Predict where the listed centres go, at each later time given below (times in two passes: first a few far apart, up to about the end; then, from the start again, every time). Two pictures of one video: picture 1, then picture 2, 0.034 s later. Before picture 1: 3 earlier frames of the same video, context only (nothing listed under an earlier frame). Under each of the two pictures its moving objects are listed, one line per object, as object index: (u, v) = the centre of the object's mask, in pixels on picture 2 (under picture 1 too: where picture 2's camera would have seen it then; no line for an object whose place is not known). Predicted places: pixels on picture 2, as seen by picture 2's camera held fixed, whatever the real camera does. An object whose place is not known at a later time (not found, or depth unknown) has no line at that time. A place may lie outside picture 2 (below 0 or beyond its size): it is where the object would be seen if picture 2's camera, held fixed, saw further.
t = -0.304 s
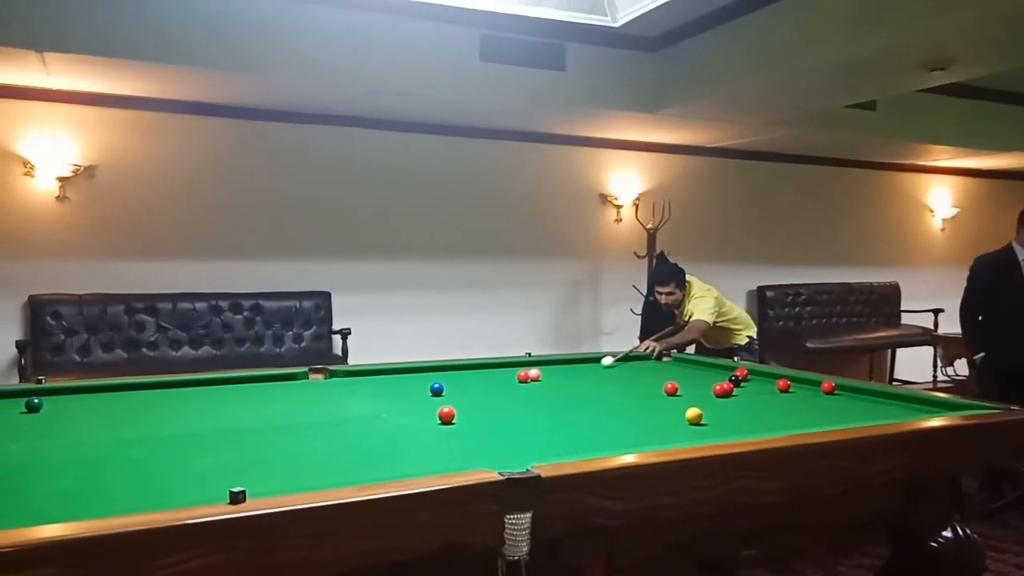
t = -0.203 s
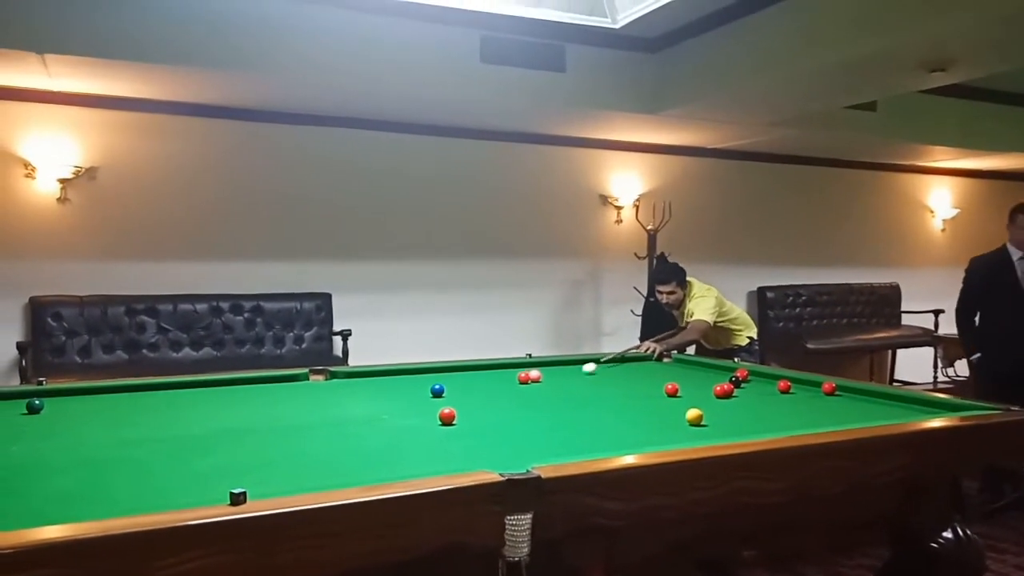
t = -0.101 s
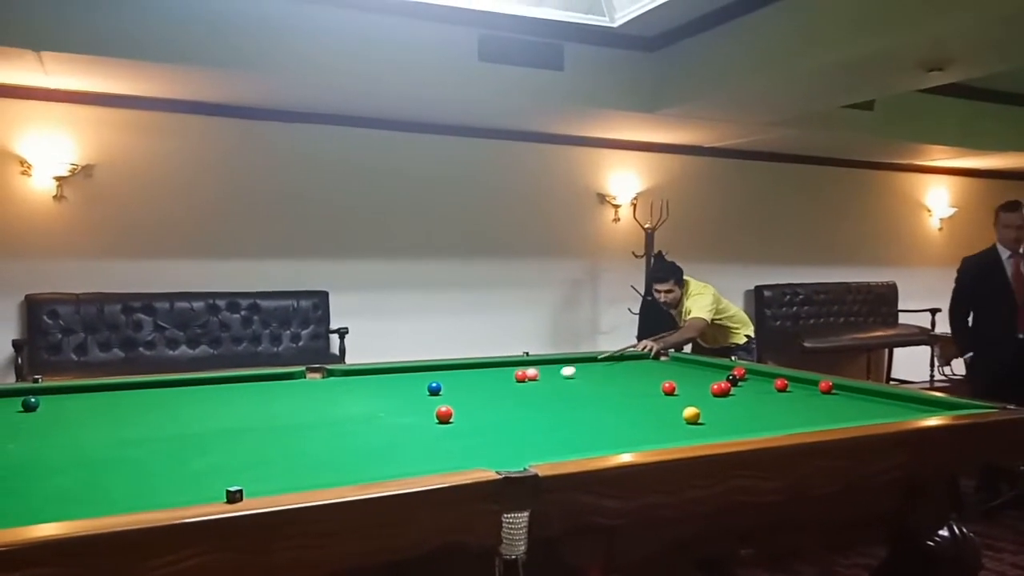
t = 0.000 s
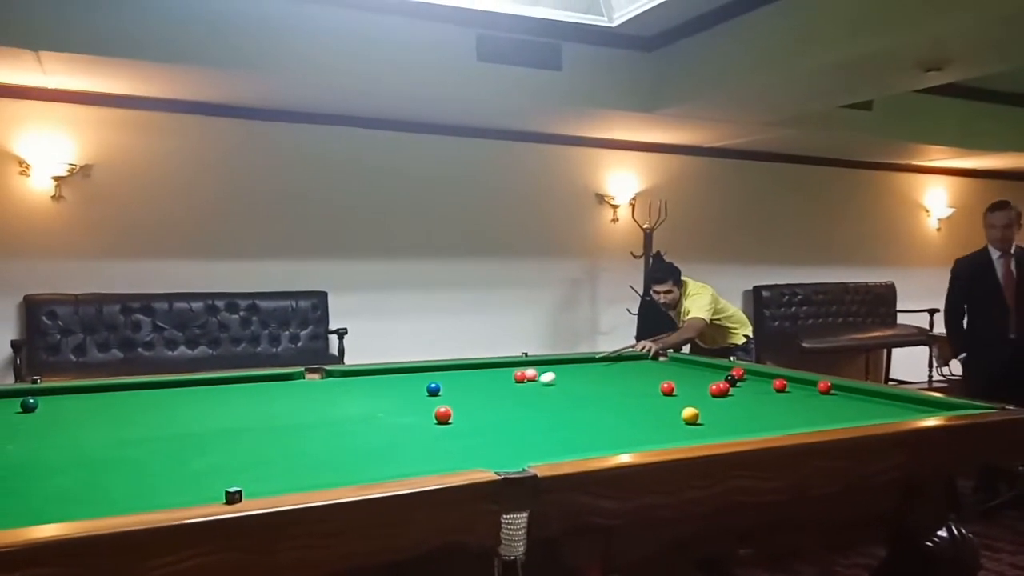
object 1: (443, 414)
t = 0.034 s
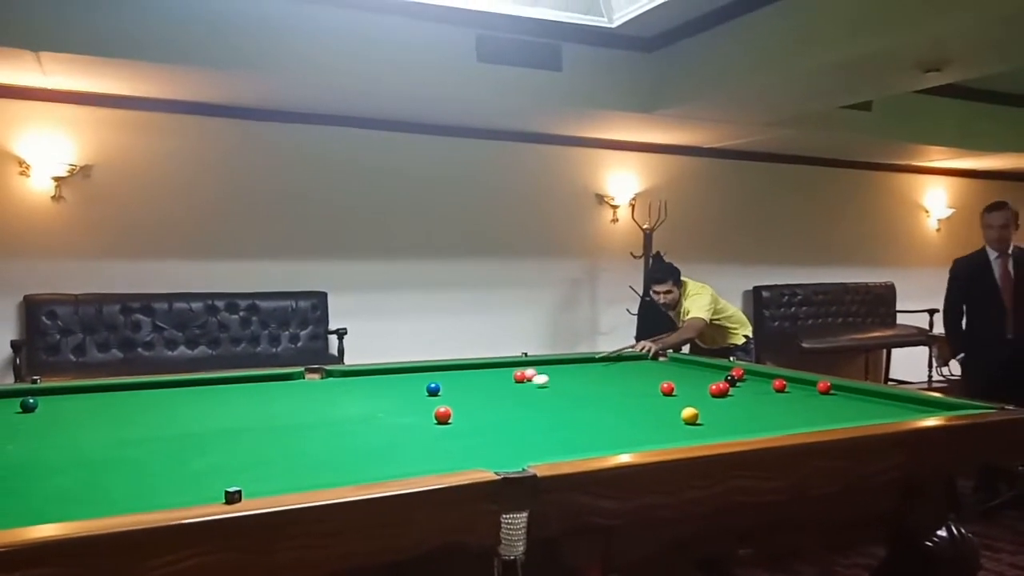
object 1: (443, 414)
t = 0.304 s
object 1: (443, 414)
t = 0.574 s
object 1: (448, 427)
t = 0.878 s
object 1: (457, 451)
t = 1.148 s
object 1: (471, 462)
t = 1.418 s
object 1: (491, 456)
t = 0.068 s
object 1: (443, 414)
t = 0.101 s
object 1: (443, 414)
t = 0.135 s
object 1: (443, 414)
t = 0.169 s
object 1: (443, 414)
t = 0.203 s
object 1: (443, 414)
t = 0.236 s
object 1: (443, 414)
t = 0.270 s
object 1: (443, 414)
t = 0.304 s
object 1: (443, 414)
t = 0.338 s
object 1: (443, 414)
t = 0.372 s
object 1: (443, 414)
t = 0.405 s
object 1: (443, 415)
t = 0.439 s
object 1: (444, 416)
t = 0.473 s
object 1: (445, 419)
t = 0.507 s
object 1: (446, 422)
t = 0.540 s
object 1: (447, 424)
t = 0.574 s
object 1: (448, 427)
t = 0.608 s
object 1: (449, 429)
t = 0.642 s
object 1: (450, 431)
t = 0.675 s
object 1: (451, 434)
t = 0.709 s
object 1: (452, 437)
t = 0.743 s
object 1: (453, 439)
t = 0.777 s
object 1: (454, 443)
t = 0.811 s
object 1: (455, 445)
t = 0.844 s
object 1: (456, 448)
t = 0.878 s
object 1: (457, 451)
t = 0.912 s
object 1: (459, 453)
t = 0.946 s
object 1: (460, 456)
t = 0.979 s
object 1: (461, 458)
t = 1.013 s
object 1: (463, 460)
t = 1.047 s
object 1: (464, 461)
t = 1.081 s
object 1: (465, 463)
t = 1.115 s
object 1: (468, 463)
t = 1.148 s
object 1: (471, 462)
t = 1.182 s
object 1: (474, 462)
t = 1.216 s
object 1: (477, 461)
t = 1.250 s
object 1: (480, 460)
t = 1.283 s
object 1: (482, 460)
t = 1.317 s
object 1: (484, 459)
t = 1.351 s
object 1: (487, 458)
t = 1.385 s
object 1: (489, 457)
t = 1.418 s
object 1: (491, 456)
